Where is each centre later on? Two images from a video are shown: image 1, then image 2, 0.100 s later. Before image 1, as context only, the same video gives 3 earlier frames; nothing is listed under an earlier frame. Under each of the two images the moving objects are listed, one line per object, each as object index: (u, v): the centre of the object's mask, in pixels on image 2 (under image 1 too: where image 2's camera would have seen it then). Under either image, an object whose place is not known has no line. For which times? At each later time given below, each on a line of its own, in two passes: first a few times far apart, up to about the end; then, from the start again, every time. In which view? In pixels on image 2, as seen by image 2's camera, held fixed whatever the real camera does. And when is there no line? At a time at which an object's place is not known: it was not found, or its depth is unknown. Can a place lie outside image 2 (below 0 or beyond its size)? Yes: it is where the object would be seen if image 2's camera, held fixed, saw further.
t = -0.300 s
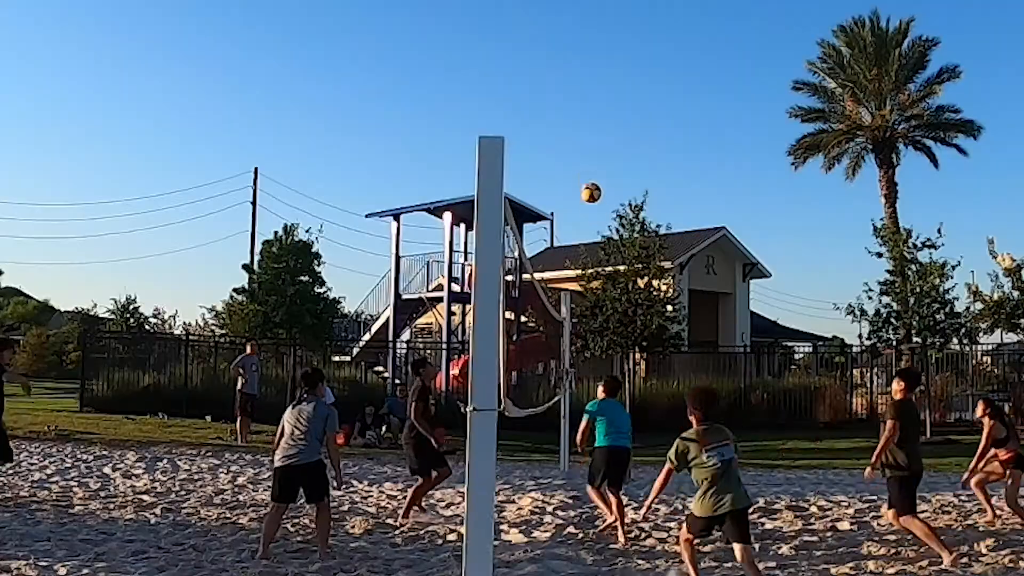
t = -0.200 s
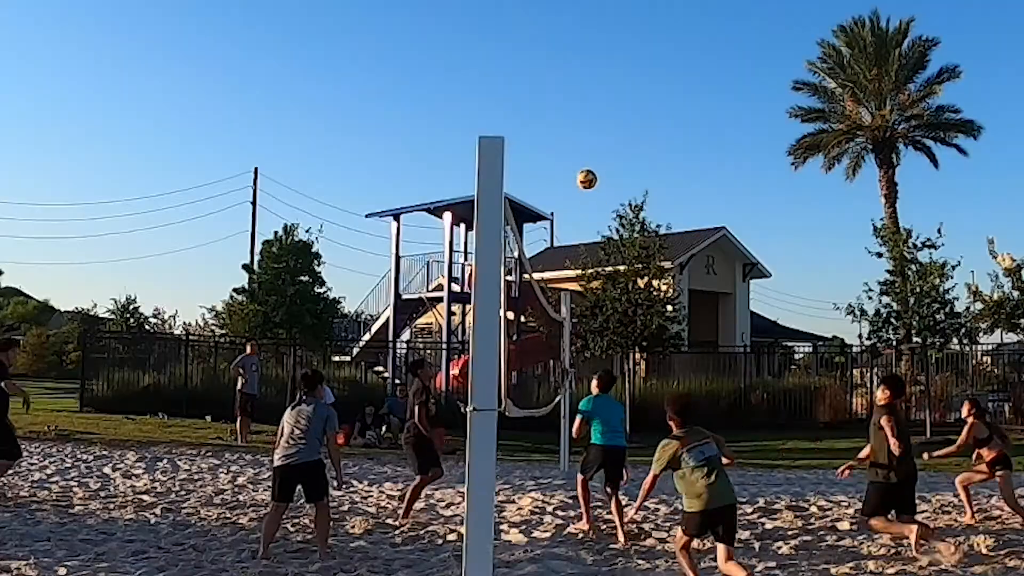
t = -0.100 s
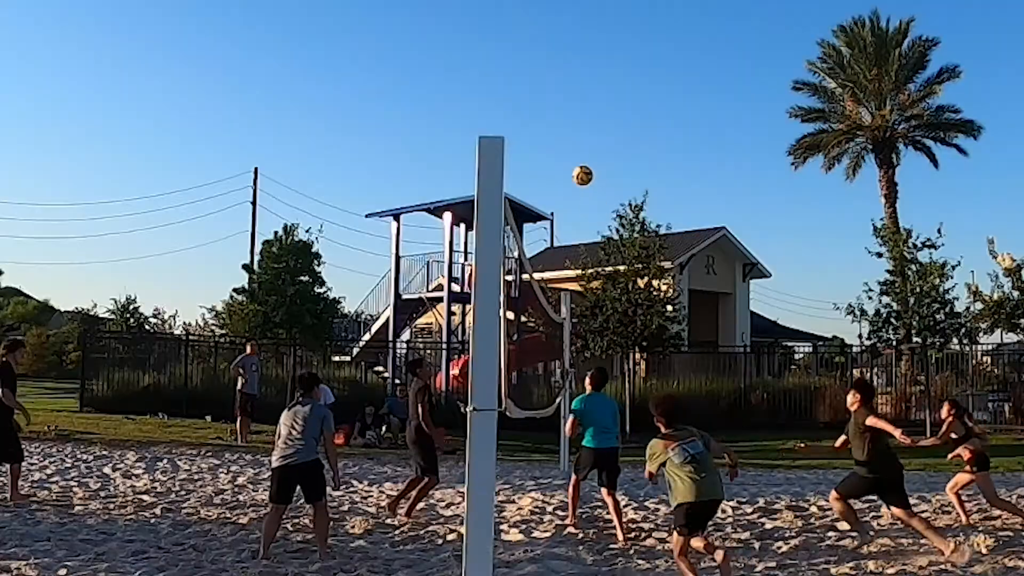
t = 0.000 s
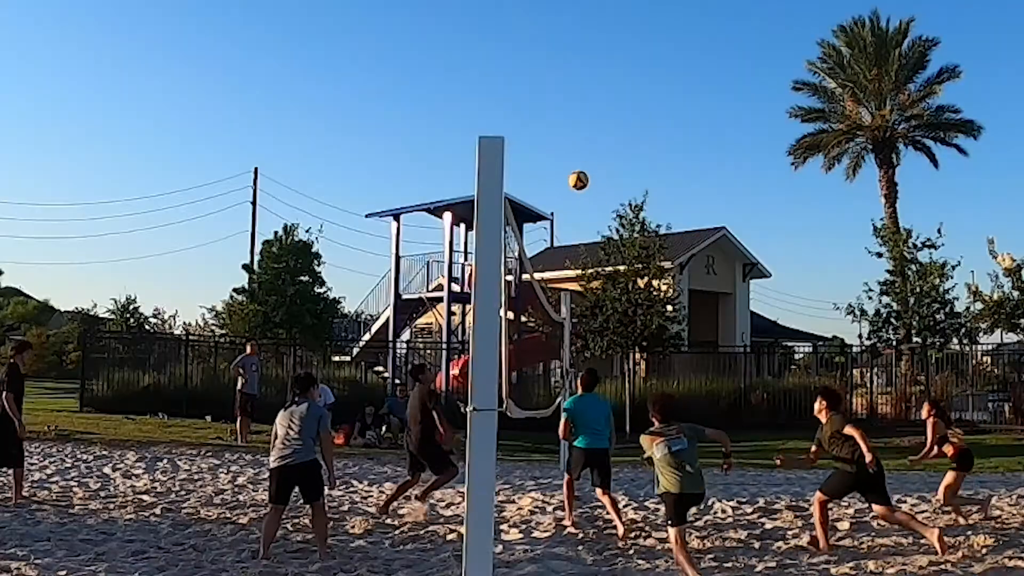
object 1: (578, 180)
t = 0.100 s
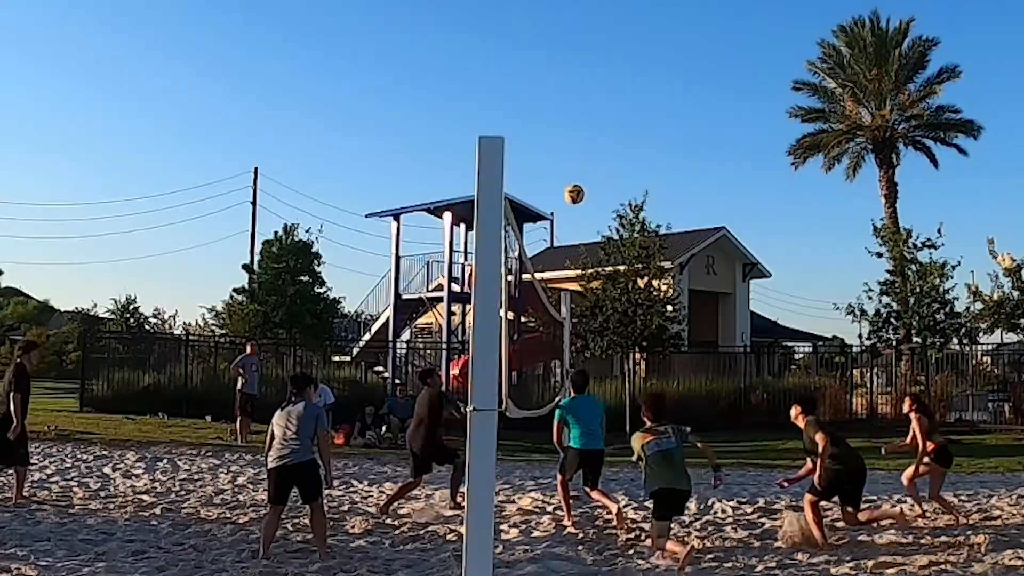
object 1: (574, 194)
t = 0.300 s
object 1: (565, 249)
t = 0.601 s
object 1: (563, 314)
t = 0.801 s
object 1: (581, 323)
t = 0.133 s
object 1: (573, 201)
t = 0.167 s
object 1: (571, 208)
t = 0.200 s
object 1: (570, 217)
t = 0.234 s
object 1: (568, 226)
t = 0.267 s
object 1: (567, 237)
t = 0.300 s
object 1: (565, 249)
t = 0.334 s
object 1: (563, 260)
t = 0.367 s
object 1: (562, 273)
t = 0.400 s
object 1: (560, 288)
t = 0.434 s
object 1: (559, 302)
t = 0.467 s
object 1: (560, 312)
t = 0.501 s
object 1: (559, 318)
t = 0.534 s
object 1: (560, 318)
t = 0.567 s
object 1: (562, 315)
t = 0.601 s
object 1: (563, 314)
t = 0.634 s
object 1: (566, 312)
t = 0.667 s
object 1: (569, 311)
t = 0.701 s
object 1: (571, 312)
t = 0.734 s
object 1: (574, 313)
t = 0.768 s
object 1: (579, 318)
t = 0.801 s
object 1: (581, 323)
